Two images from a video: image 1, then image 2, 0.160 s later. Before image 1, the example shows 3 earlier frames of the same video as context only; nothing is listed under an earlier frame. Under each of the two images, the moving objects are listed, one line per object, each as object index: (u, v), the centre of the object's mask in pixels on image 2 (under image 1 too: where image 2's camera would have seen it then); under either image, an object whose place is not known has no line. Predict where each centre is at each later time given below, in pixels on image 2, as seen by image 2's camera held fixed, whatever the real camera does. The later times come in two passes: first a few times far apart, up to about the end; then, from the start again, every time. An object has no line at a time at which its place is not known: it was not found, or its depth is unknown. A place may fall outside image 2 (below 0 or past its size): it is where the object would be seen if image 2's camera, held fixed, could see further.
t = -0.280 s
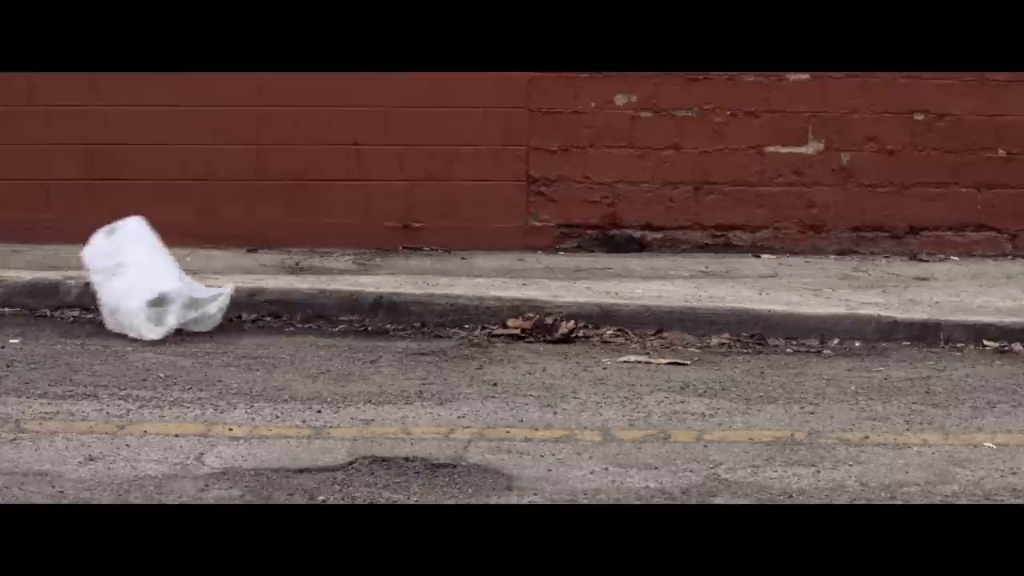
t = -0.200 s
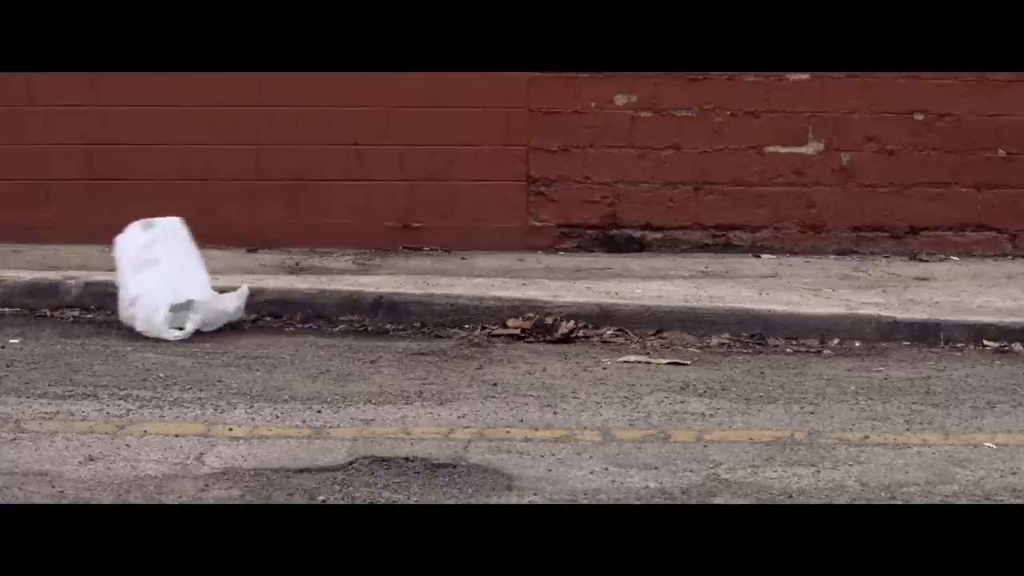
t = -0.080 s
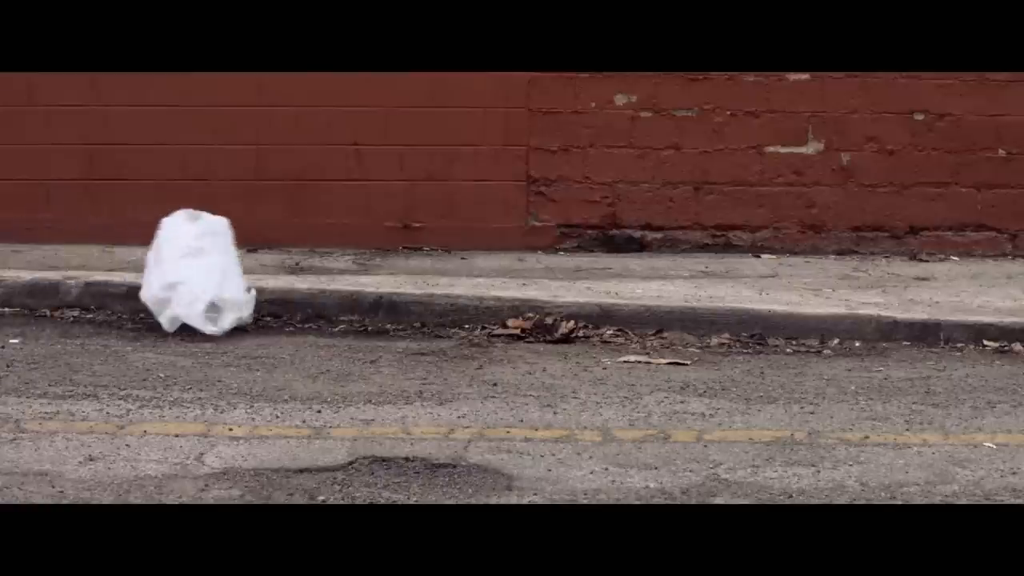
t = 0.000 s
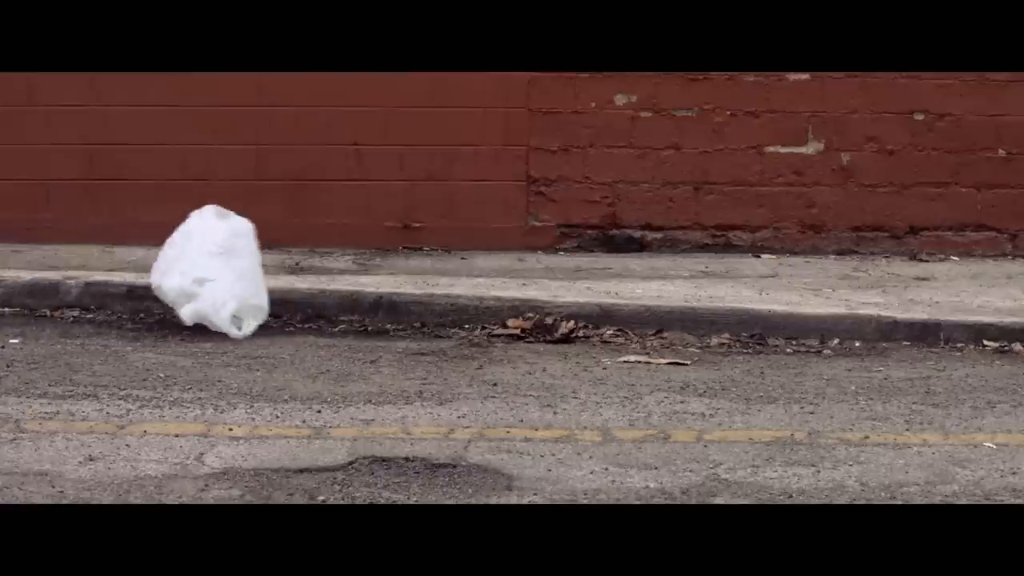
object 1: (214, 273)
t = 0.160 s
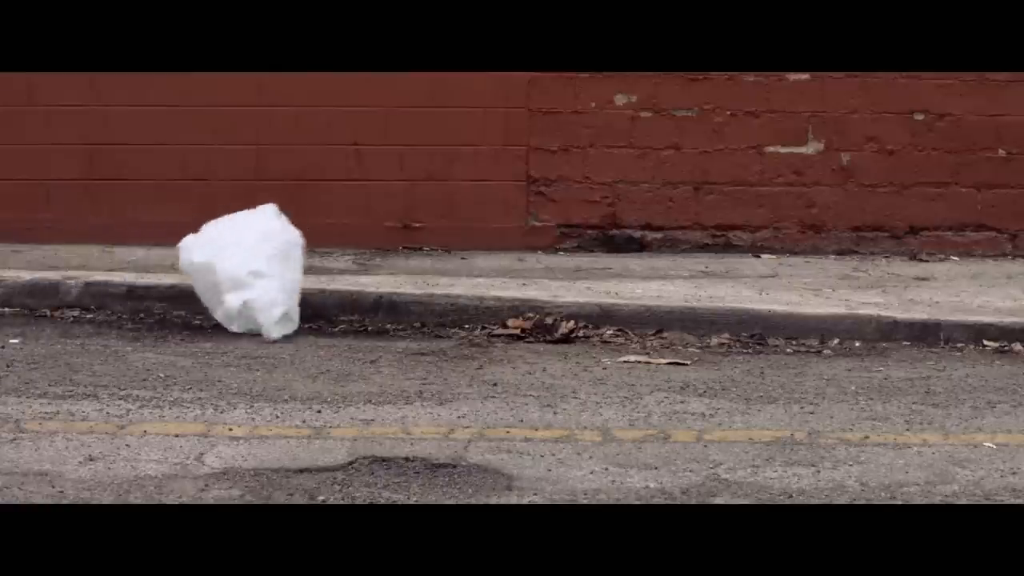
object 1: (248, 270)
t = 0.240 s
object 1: (265, 268)
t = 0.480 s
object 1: (324, 265)
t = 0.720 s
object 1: (369, 267)
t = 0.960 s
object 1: (419, 283)
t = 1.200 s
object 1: (474, 300)
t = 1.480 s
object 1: (512, 299)
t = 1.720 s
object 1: (557, 294)
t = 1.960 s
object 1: (617, 296)
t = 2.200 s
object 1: (677, 312)
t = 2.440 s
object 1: (712, 308)
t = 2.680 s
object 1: (734, 305)
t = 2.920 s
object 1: (748, 304)
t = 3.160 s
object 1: (762, 301)
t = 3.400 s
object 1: (784, 299)
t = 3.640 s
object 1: (810, 300)
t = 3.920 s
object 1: (850, 302)
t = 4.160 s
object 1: (898, 312)
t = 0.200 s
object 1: (256, 269)
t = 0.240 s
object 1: (265, 268)
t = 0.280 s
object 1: (274, 268)
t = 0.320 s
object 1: (283, 266)
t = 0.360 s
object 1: (293, 265)
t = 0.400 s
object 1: (303, 264)
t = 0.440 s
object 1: (314, 265)
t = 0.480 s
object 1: (324, 265)
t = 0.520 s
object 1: (334, 265)
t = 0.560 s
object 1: (341, 266)
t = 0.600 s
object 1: (349, 266)
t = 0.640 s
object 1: (355, 266)
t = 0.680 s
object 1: (362, 267)
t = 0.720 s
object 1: (369, 267)
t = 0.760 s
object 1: (376, 267)
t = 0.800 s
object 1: (384, 268)
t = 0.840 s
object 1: (392, 270)
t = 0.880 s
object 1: (401, 273)
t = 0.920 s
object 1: (410, 278)
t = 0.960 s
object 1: (419, 283)
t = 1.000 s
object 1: (427, 289)
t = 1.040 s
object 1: (437, 294)
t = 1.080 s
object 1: (448, 299)
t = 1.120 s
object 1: (458, 302)
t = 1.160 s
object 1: (467, 301)
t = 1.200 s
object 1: (474, 300)
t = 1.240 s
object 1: (479, 298)
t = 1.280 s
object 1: (484, 297)
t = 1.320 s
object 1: (487, 296)
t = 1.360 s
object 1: (492, 295)
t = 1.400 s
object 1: (498, 296)
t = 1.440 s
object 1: (505, 298)
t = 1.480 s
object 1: (512, 299)
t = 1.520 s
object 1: (519, 299)
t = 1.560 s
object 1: (527, 297)
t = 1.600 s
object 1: (533, 295)
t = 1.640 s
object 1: (541, 294)
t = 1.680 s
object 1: (549, 294)
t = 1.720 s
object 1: (557, 294)
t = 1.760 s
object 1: (565, 294)
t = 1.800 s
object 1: (573, 295)
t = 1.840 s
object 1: (583, 295)
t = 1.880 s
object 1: (595, 295)
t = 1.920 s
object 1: (606, 295)
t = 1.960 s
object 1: (617, 296)
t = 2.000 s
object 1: (628, 297)
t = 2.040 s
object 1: (640, 297)
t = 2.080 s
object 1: (650, 300)
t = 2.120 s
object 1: (659, 303)
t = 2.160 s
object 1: (669, 307)
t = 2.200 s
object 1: (677, 312)
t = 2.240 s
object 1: (685, 314)
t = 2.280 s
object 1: (692, 313)
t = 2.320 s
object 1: (696, 311)
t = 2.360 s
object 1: (701, 309)
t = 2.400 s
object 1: (706, 308)
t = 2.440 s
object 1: (712, 308)
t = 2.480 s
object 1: (718, 308)
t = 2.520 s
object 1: (722, 308)
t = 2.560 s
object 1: (725, 307)
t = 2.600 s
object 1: (728, 306)
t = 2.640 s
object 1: (731, 305)
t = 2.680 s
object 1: (734, 305)
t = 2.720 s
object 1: (737, 305)
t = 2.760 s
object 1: (740, 304)
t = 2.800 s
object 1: (742, 305)
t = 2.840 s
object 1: (744, 305)
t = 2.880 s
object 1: (746, 305)
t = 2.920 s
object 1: (748, 304)
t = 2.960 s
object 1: (750, 304)
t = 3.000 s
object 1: (753, 303)
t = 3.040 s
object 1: (755, 303)
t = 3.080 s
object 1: (758, 302)
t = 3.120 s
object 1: (760, 302)
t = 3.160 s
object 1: (762, 301)
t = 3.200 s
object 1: (765, 300)
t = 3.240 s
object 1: (768, 299)
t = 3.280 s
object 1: (771, 299)
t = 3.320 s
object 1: (775, 299)
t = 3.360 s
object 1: (779, 299)
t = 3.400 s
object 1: (784, 299)
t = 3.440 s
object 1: (788, 300)
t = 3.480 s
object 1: (793, 300)
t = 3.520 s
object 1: (797, 300)
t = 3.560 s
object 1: (801, 300)
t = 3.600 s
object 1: (806, 300)
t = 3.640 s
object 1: (810, 300)
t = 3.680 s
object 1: (814, 301)
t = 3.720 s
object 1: (819, 300)
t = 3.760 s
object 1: (824, 300)
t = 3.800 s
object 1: (830, 300)
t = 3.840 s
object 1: (837, 300)
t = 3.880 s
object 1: (844, 301)
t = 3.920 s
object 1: (850, 302)
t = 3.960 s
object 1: (858, 303)
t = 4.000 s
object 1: (865, 305)
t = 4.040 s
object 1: (873, 308)
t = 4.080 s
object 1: (881, 310)
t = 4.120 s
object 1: (888, 311)
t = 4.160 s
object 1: (898, 312)
